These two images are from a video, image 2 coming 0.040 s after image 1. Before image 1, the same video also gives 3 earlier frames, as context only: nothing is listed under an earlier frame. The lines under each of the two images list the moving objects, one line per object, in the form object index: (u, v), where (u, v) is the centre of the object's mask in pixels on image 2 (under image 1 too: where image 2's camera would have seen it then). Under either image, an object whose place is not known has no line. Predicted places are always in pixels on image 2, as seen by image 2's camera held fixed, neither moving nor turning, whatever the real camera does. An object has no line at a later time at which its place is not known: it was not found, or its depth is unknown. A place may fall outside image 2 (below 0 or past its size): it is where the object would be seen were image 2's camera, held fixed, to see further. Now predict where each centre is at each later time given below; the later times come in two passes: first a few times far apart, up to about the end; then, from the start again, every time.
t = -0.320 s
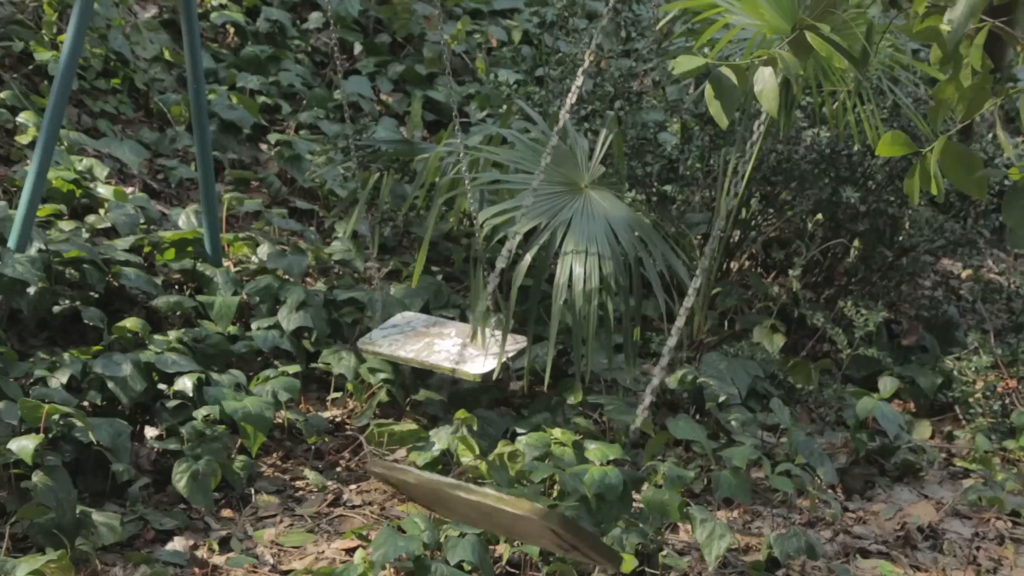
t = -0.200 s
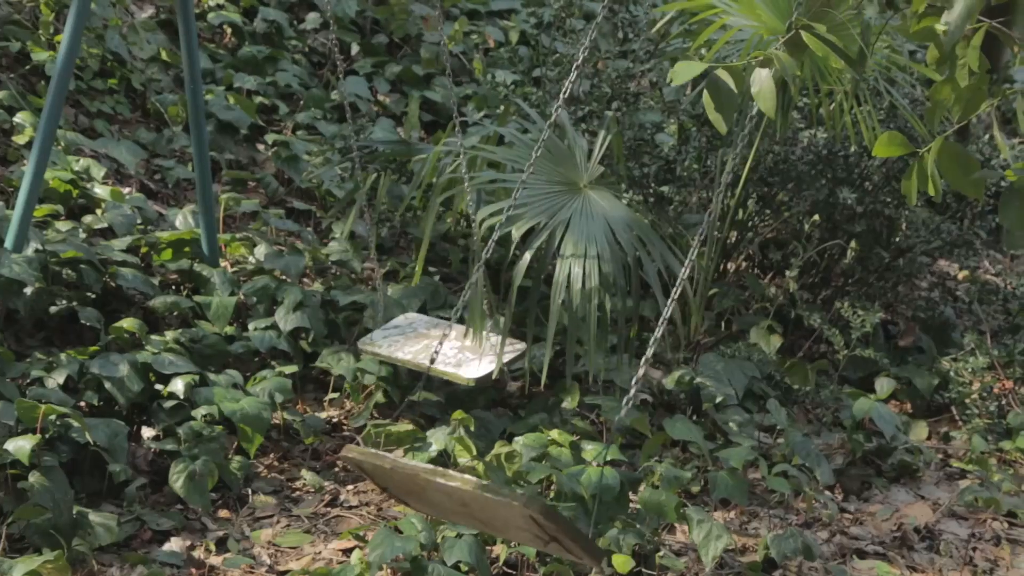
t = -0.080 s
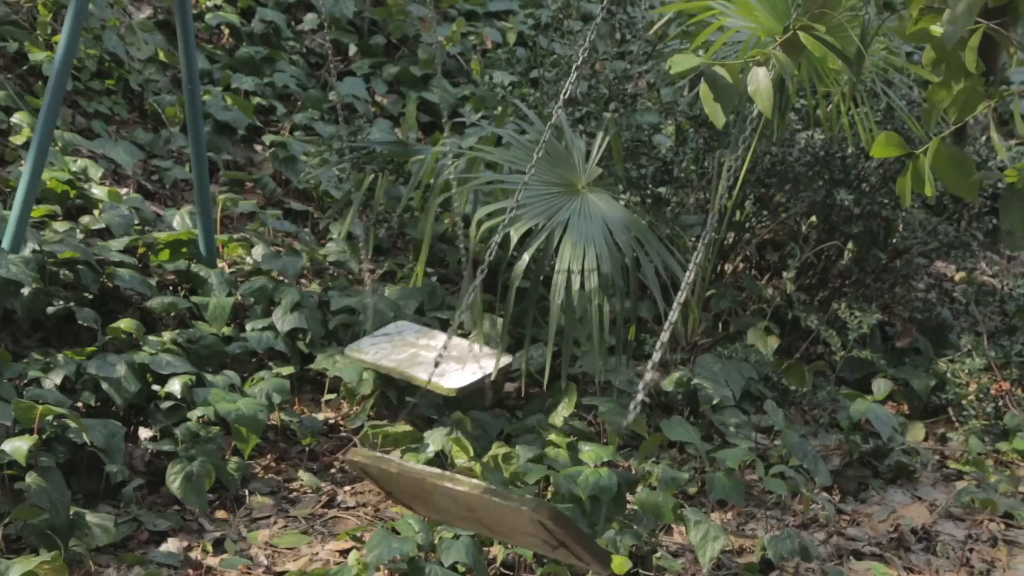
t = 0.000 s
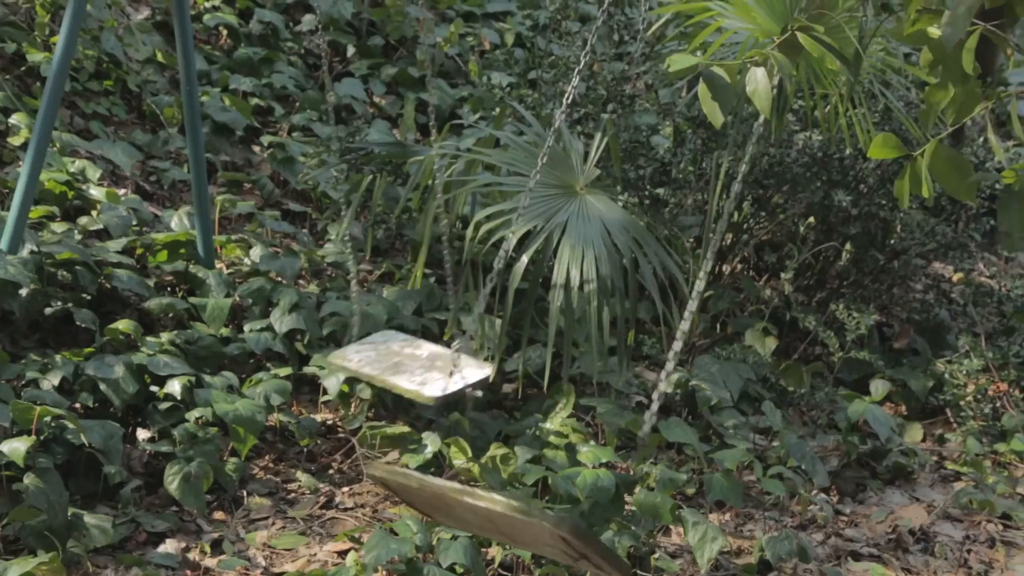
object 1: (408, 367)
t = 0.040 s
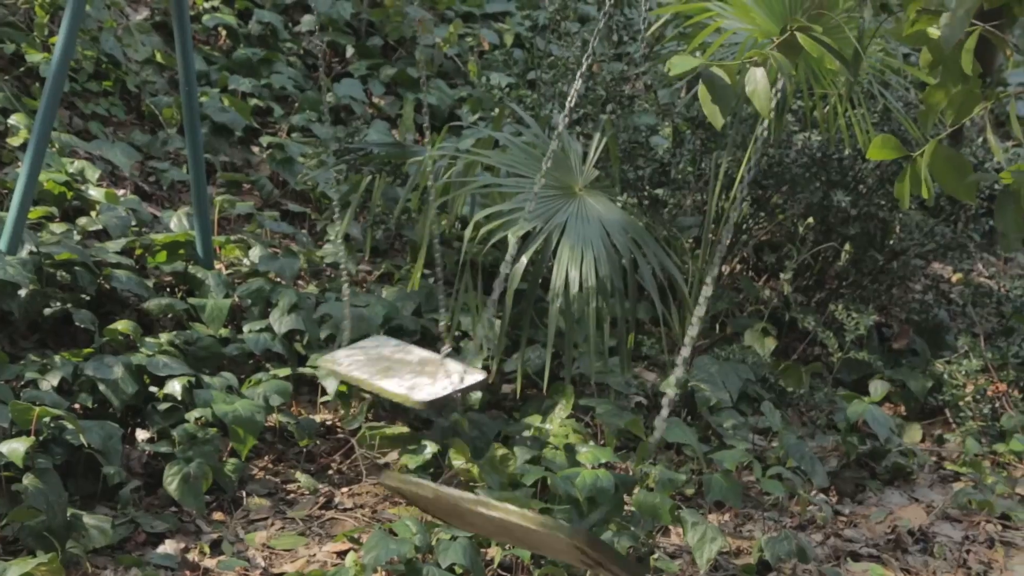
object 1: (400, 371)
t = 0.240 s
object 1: (336, 389)
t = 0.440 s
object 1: (266, 397)
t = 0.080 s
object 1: (389, 375)
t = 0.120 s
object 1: (377, 379)
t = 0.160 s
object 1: (364, 383)
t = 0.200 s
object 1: (351, 386)
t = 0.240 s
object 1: (336, 389)
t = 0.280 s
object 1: (323, 392)
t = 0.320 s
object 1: (309, 395)
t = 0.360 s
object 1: (295, 396)
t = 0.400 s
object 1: (279, 397)
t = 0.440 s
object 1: (266, 397)
